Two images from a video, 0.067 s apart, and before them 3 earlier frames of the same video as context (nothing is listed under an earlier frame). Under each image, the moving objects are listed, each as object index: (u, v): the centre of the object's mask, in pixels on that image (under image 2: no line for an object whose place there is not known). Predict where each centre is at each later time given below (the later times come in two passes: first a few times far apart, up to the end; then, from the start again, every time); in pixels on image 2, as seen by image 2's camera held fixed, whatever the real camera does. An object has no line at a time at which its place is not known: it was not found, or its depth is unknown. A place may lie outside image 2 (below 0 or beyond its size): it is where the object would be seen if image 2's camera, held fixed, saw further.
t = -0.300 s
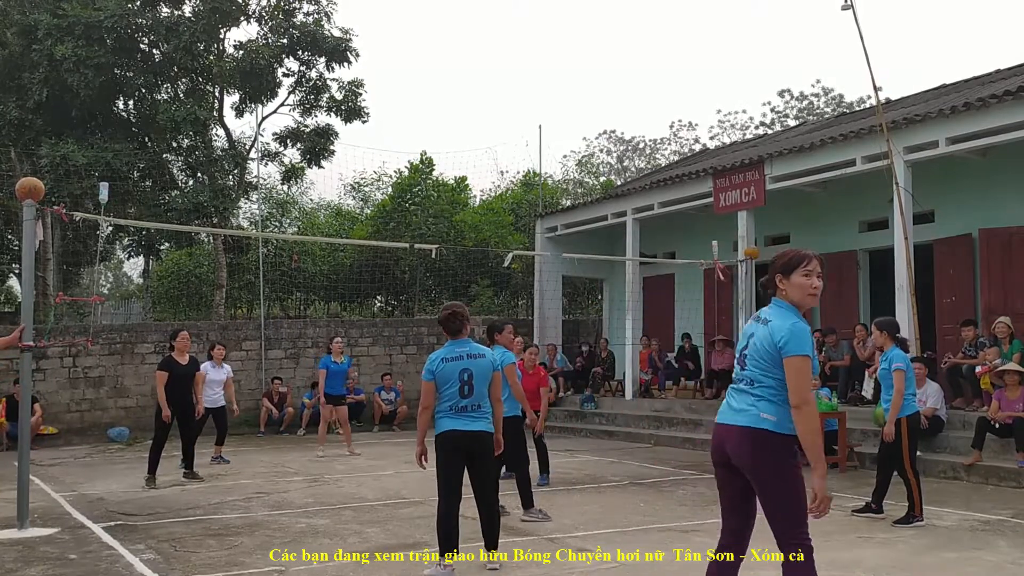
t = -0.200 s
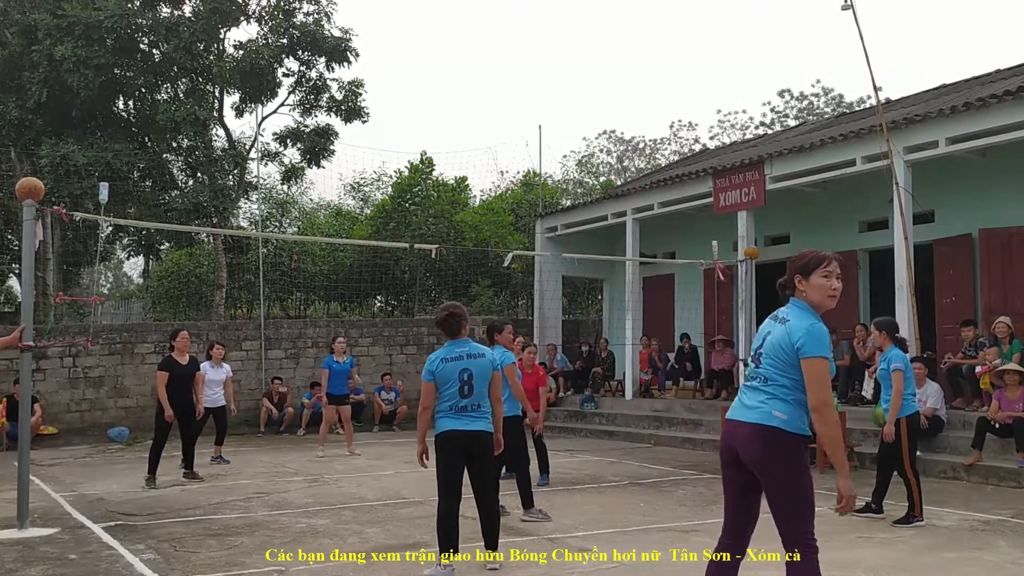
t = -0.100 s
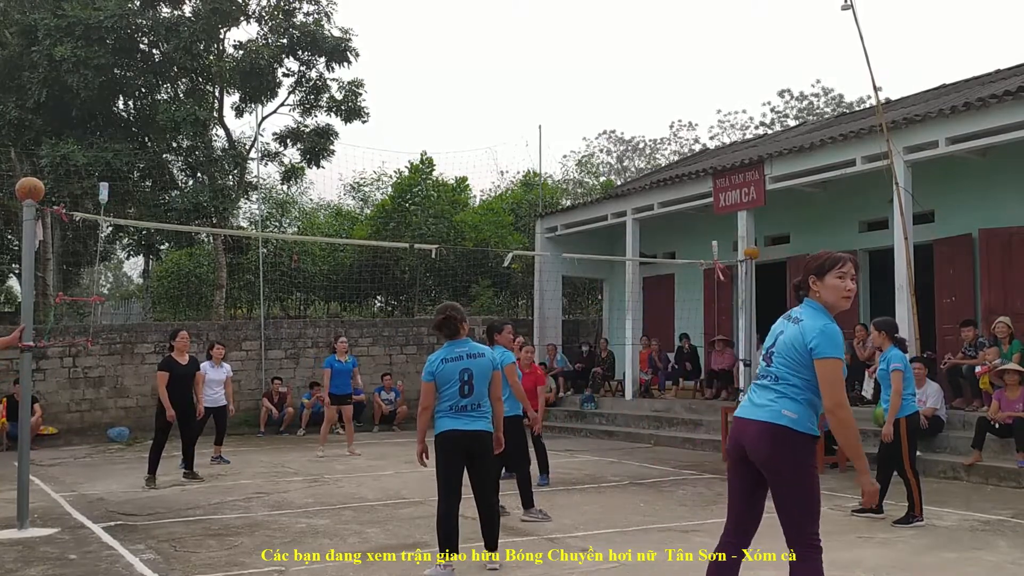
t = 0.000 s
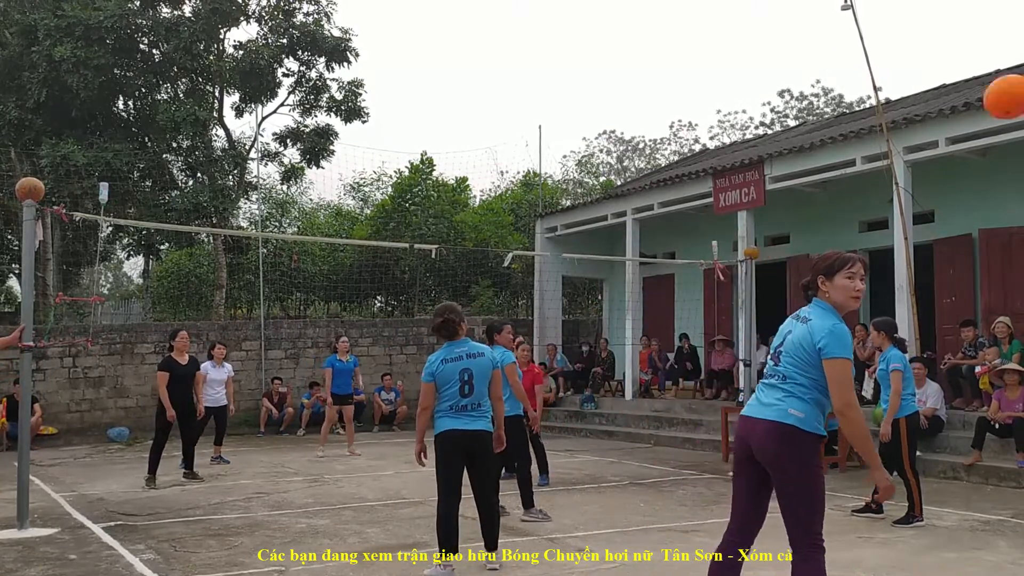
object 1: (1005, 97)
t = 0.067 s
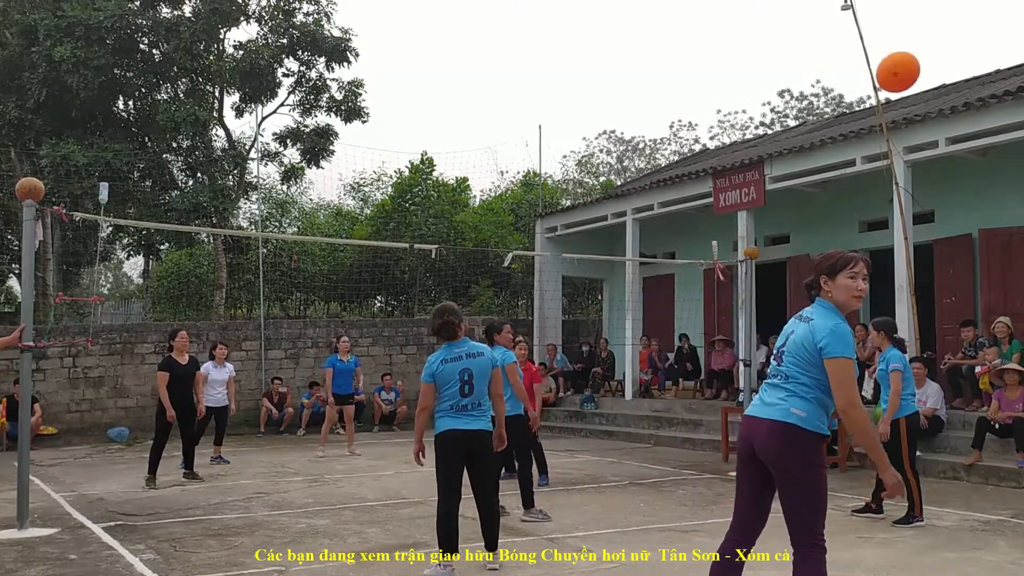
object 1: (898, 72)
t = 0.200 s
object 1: (739, 52)
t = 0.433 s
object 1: (571, 74)
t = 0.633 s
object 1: (482, 125)
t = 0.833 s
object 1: (418, 198)
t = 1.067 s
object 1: (364, 303)
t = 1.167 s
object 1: (345, 354)
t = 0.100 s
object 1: (852, 64)
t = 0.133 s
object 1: (810, 58)
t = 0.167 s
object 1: (773, 54)
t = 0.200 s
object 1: (739, 52)
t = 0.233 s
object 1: (709, 52)
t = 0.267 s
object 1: (681, 52)
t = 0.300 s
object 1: (655, 54)
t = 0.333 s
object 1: (631, 57)
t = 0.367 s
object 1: (610, 62)
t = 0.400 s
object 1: (590, 68)
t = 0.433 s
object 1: (571, 74)
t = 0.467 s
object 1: (554, 81)
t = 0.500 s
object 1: (538, 88)
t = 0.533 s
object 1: (523, 96)
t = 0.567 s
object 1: (508, 105)
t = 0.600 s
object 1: (495, 115)
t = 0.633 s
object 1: (482, 125)
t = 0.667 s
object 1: (470, 135)
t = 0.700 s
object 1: (459, 147)
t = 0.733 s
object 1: (448, 159)
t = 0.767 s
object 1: (437, 172)
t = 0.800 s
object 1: (427, 184)
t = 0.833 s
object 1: (418, 198)
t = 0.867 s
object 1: (408, 211)
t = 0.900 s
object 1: (400, 225)
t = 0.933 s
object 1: (392, 240)
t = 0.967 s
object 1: (384, 255)
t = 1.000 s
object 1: (377, 270)
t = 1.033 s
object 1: (370, 286)
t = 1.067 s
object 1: (364, 303)
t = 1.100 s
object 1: (357, 320)
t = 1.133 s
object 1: (351, 336)
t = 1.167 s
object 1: (345, 354)
